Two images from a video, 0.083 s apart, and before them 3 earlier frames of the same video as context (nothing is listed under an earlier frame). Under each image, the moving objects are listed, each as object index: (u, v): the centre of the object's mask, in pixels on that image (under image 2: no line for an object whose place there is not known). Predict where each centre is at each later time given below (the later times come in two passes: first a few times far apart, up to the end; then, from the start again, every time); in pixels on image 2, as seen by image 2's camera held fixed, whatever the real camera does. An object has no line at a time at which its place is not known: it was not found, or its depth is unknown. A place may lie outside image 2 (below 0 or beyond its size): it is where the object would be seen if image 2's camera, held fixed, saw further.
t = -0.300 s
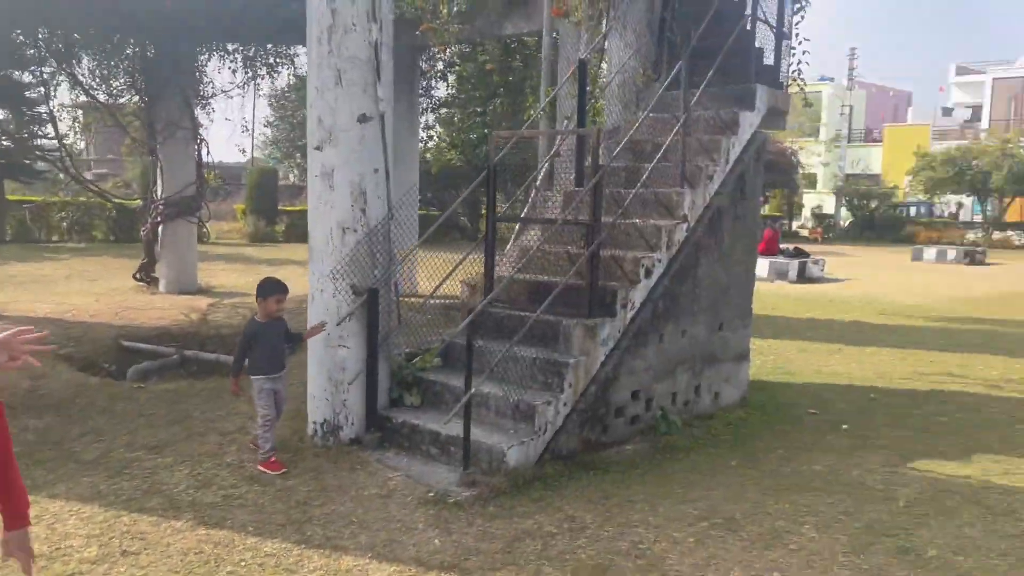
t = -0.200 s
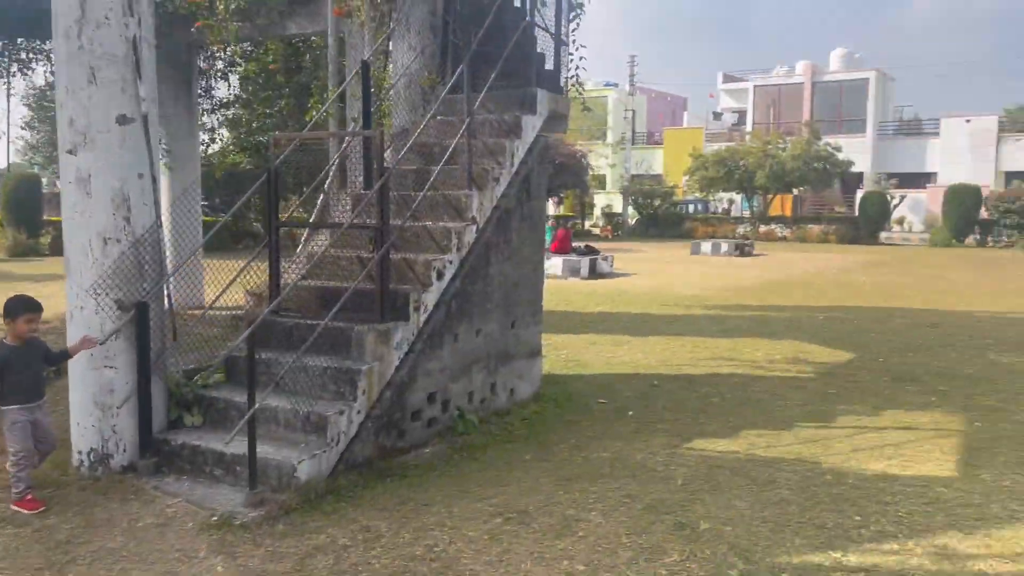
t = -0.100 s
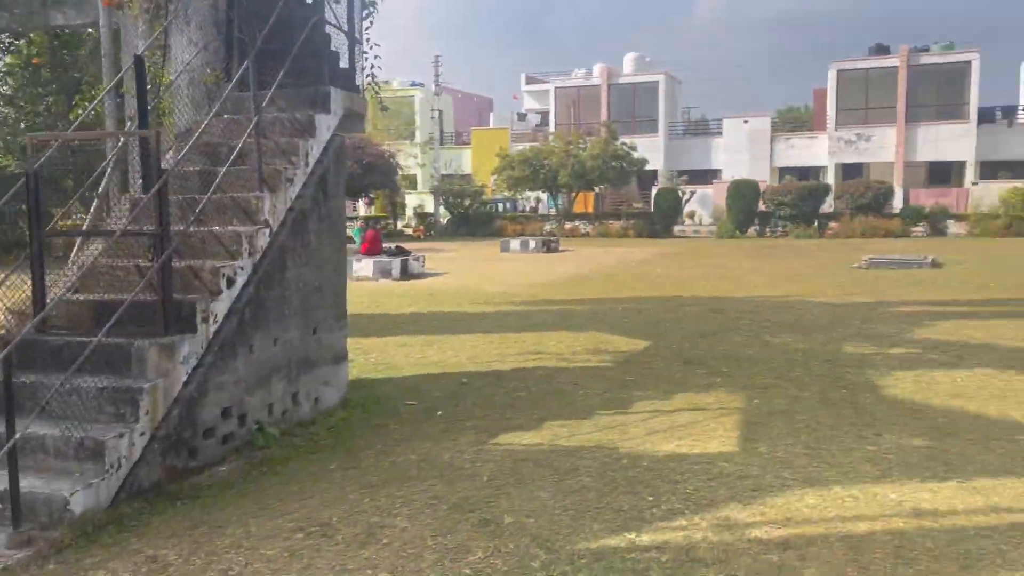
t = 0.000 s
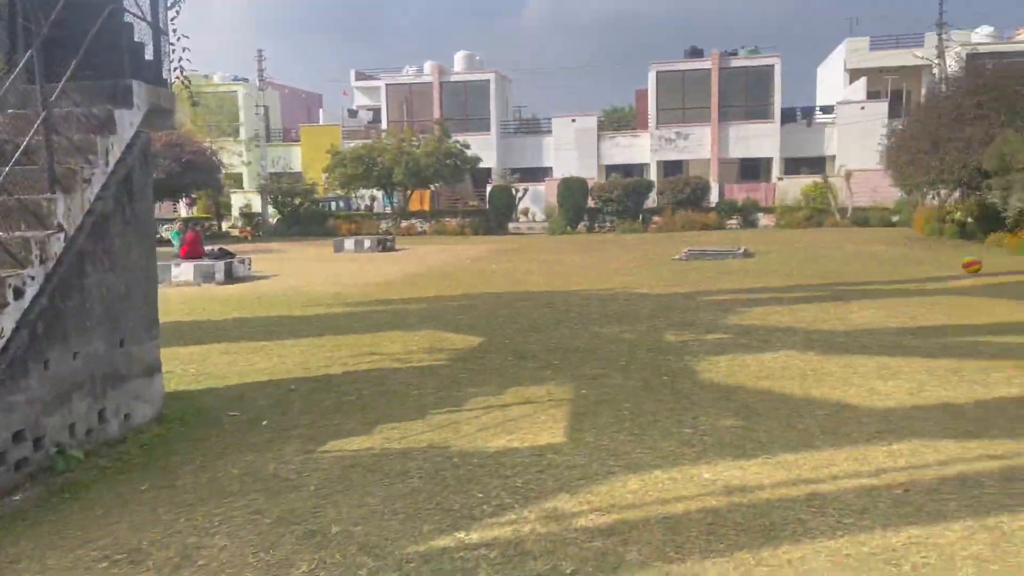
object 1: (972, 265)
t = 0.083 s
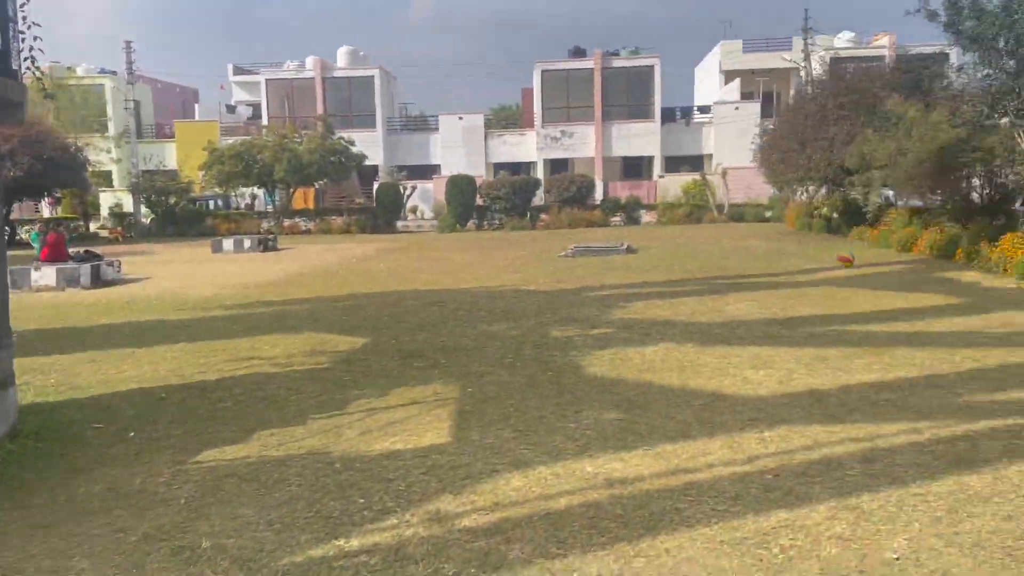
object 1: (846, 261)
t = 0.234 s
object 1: (861, 276)
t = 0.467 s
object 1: (885, 281)
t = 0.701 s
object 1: (910, 270)
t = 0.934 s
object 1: (936, 281)
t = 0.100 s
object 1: (847, 261)
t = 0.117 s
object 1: (849, 261)
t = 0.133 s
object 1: (851, 263)
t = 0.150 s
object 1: (852, 264)
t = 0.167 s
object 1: (854, 268)
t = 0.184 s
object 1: (856, 269)
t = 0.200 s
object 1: (858, 271)
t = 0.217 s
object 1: (859, 273)
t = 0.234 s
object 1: (861, 276)
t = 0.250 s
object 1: (862, 280)
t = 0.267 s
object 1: (864, 282)
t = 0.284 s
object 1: (866, 285)
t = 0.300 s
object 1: (868, 290)
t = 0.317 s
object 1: (870, 294)
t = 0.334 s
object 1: (873, 298)
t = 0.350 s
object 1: (874, 301)
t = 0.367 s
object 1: (876, 301)
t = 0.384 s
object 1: (878, 297)
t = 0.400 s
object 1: (879, 293)
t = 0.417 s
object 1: (881, 290)
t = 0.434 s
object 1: (882, 286)
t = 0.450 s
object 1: (884, 283)
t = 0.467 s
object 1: (885, 281)
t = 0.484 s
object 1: (887, 279)
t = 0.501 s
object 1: (889, 277)
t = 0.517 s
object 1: (891, 275)
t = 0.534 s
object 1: (894, 274)
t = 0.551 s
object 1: (894, 271)
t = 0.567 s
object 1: (897, 270)
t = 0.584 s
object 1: (898, 270)
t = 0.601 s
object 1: (900, 269)
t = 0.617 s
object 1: (901, 269)
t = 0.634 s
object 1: (903, 268)
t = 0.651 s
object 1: (904, 268)
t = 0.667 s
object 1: (906, 269)
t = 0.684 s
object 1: (907, 269)
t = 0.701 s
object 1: (910, 270)
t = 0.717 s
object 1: (913, 271)
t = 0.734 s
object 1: (915, 271)
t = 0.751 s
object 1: (916, 273)
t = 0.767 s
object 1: (919, 274)
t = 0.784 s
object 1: (920, 276)
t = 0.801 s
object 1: (921, 277)
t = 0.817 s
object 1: (923, 280)
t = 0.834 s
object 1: (925, 282)
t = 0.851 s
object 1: (927, 284)
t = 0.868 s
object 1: (929, 287)
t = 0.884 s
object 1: (930, 287)
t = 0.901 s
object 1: (932, 286)
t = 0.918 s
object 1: (934, 286)
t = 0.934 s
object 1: (936, 281)
